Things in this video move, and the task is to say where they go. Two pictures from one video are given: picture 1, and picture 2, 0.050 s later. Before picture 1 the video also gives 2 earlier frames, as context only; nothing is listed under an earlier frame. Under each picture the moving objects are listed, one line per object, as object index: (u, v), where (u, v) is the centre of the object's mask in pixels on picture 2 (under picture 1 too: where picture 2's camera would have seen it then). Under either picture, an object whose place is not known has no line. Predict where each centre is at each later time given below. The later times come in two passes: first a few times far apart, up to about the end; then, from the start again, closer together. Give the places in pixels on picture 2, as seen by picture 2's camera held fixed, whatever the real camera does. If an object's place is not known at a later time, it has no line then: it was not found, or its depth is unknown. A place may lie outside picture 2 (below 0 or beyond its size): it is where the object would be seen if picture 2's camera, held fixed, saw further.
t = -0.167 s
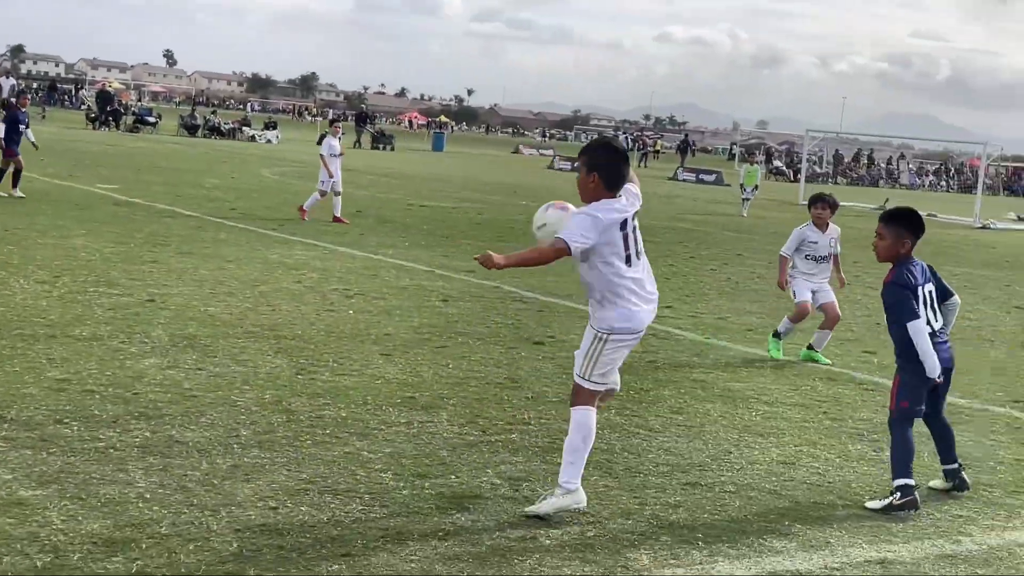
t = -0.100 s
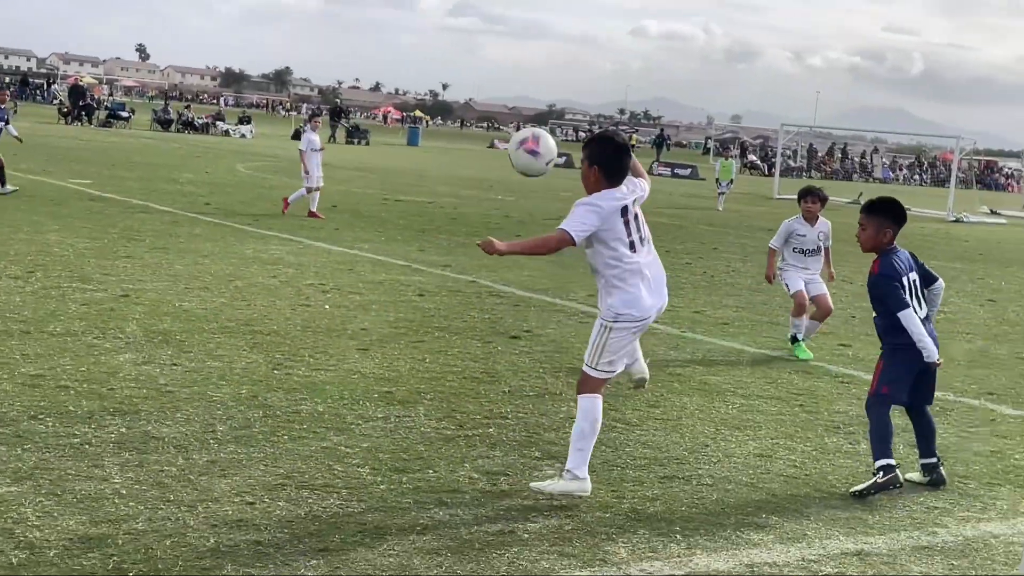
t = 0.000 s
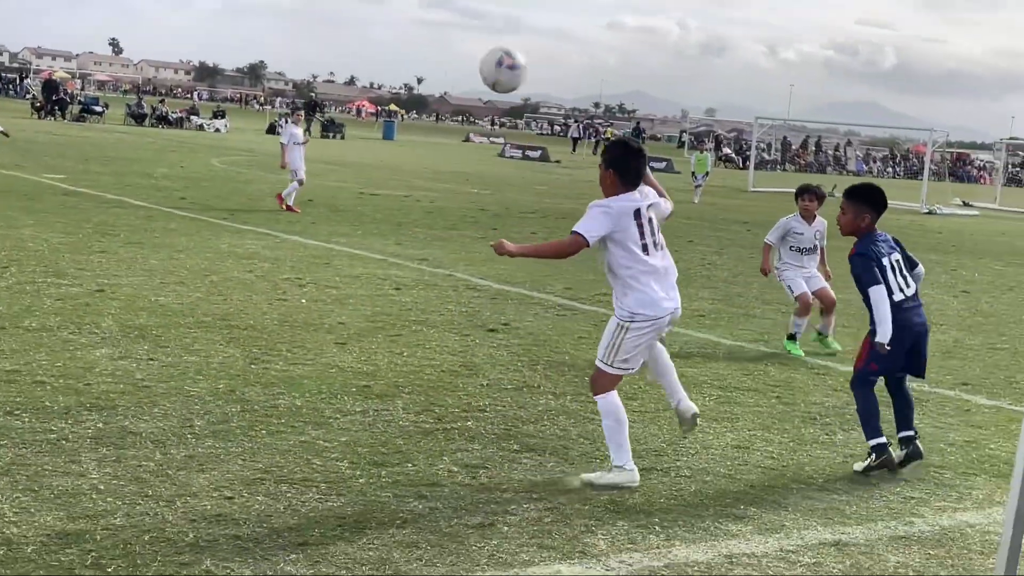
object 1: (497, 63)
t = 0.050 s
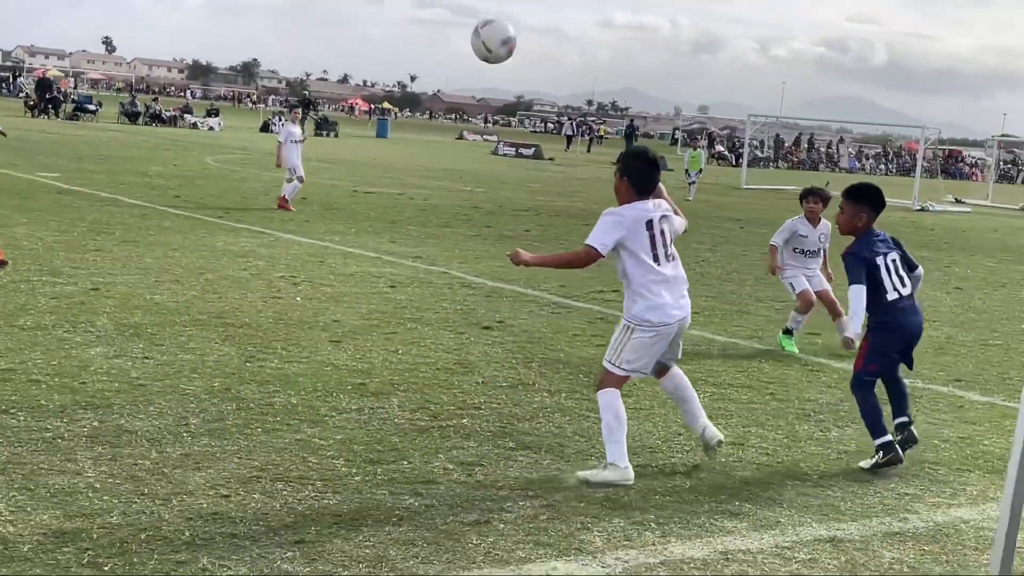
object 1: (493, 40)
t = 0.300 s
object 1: (473, 9)
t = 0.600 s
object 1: (442, 109)
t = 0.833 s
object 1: (416, 275)
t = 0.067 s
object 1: (492, 33)
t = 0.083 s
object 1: (490, 26)
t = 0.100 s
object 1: (489, 21)
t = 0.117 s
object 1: (486, 15)
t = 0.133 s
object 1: (486, 17)
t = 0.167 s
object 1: (483, 13)
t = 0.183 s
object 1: (482, 12)
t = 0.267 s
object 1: (476, 11)
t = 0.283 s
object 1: (474, 9)
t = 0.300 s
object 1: (473, 9)
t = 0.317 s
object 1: (470, 9)
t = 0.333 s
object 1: (469, 14)
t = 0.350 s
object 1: (467, 16)
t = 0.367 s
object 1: (465, 17)
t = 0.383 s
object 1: (463, 19)
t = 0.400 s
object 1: (461, 20)
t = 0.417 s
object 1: (459, 28)
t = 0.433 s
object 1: (459, 34)
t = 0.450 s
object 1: (457, 40)
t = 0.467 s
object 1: (455, 47)
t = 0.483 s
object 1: (454, 53)
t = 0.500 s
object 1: (452, 59)
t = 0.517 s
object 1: (449, 65)
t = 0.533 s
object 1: (449, 76)
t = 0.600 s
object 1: (442, 109)
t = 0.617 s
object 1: (440, 121)
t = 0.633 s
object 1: (438, 131)
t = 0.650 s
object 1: (436, 141)
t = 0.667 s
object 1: (435, 153)
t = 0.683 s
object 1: (432, 162)
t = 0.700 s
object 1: (430, 175)
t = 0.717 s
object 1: (428, 186)
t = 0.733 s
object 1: (427, 198)
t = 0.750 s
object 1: (426, 210)
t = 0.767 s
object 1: (423, 224)
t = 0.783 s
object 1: (421, 236)
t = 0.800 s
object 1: (419, 249)
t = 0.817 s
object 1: (418, 262)
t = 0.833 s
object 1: (416, 275)
